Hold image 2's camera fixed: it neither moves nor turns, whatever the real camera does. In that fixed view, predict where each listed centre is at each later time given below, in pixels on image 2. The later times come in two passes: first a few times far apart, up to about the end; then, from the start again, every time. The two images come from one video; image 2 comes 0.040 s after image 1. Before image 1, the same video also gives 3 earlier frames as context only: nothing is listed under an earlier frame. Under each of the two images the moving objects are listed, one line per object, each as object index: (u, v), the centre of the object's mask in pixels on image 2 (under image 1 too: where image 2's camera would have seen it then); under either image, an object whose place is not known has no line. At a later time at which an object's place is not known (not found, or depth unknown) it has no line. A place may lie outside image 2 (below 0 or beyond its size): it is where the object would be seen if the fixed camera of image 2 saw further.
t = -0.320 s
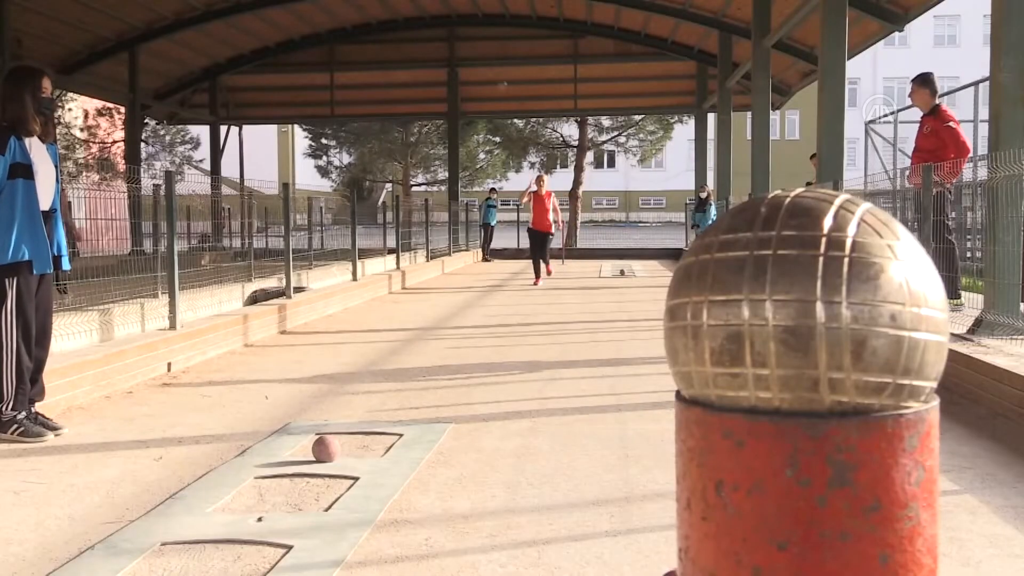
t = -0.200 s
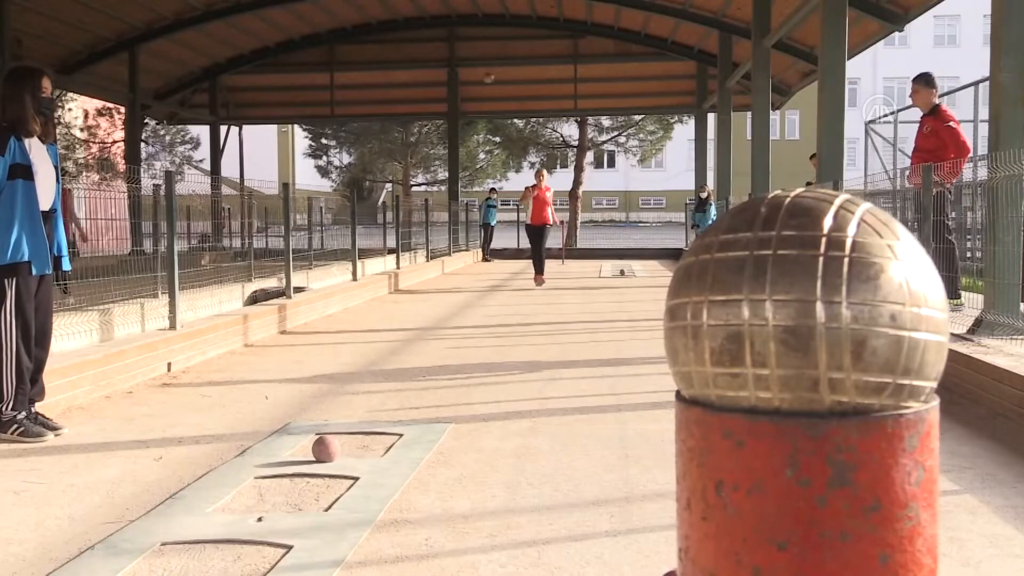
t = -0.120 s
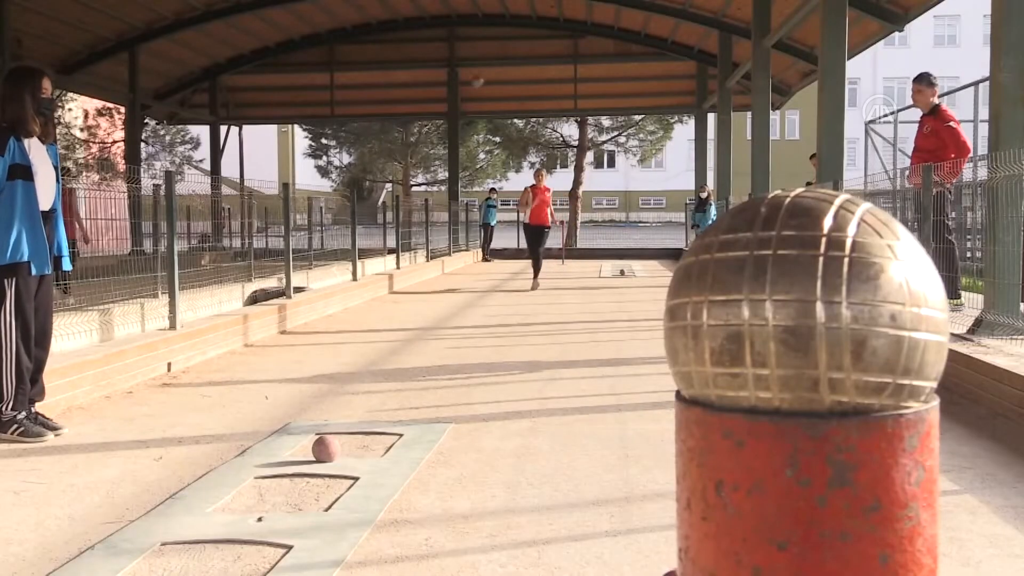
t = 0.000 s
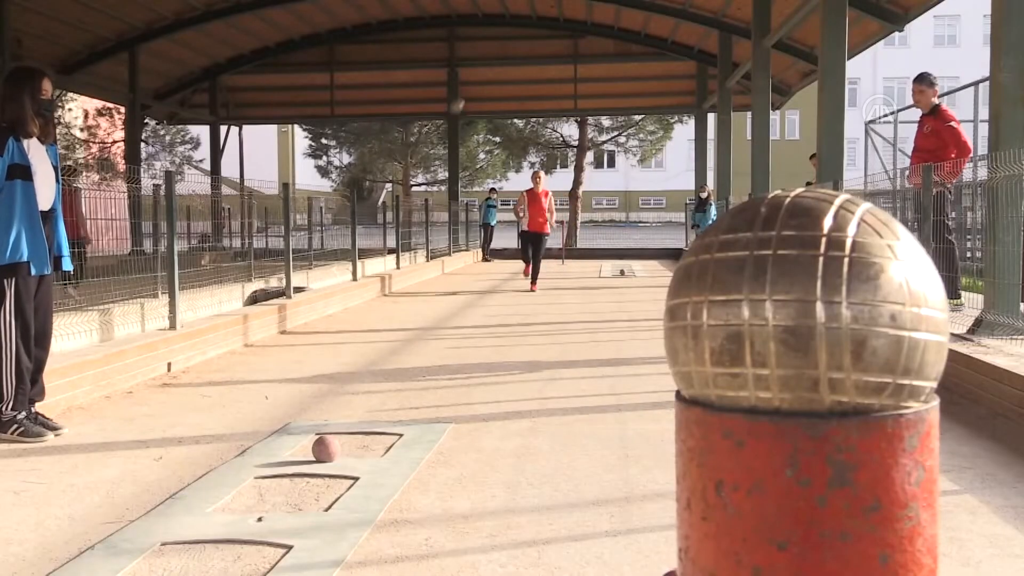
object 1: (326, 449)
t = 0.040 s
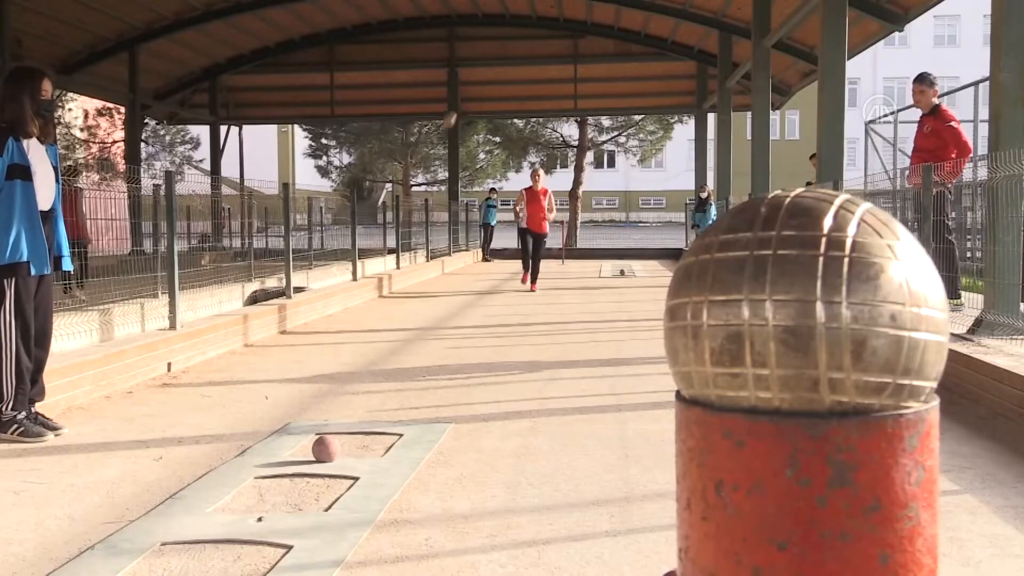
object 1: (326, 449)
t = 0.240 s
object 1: (326, 449)
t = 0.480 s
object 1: (309, 438)
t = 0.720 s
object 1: (256, 566)
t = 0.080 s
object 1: (326, 449)
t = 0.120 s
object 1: (326, 449)
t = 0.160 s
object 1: (326, 449)
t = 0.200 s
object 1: (326, 449)
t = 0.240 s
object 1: (326, 449)
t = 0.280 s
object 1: (326, 449)
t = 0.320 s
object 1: (326, 449)
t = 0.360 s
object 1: (326, 449)
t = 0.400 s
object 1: (321, 443)
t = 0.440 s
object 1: (311, 439)
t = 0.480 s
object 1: (309, 438)
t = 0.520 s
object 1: (303, 442)
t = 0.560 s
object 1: (296, 451)
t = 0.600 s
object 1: (287, 467)
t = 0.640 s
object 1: (277, 495)
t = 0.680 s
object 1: (267, 530)
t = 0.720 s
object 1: (256, 566)
